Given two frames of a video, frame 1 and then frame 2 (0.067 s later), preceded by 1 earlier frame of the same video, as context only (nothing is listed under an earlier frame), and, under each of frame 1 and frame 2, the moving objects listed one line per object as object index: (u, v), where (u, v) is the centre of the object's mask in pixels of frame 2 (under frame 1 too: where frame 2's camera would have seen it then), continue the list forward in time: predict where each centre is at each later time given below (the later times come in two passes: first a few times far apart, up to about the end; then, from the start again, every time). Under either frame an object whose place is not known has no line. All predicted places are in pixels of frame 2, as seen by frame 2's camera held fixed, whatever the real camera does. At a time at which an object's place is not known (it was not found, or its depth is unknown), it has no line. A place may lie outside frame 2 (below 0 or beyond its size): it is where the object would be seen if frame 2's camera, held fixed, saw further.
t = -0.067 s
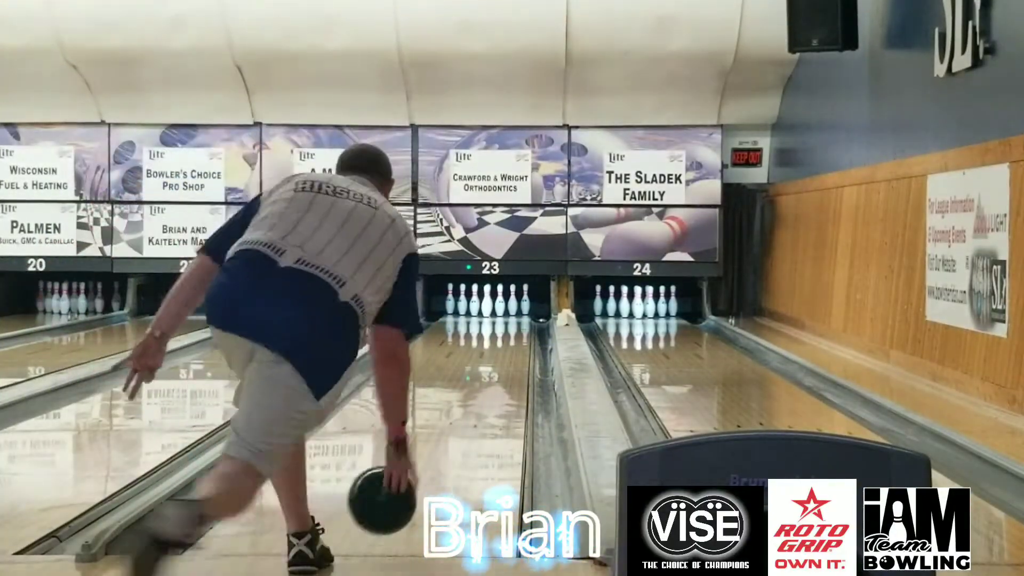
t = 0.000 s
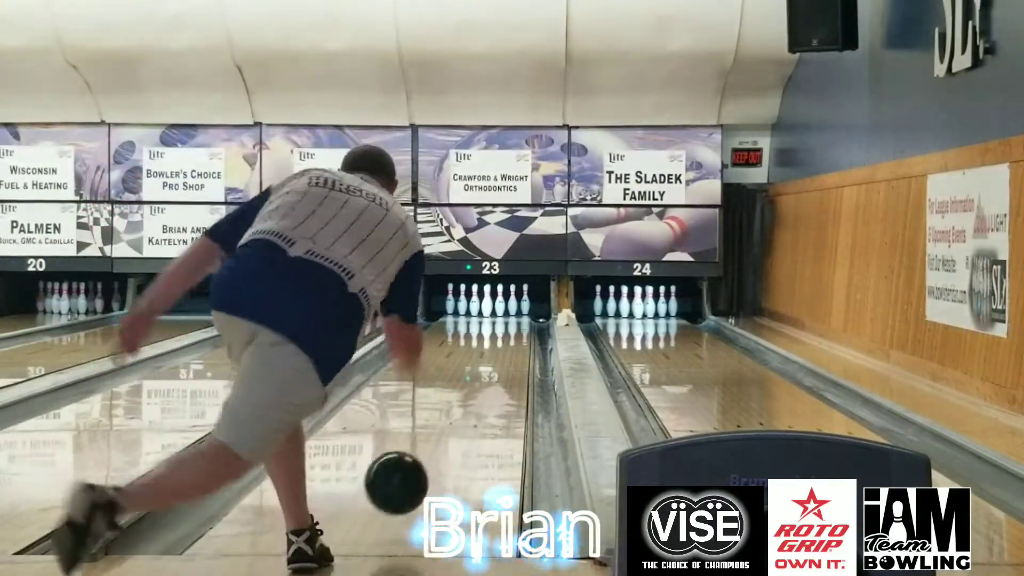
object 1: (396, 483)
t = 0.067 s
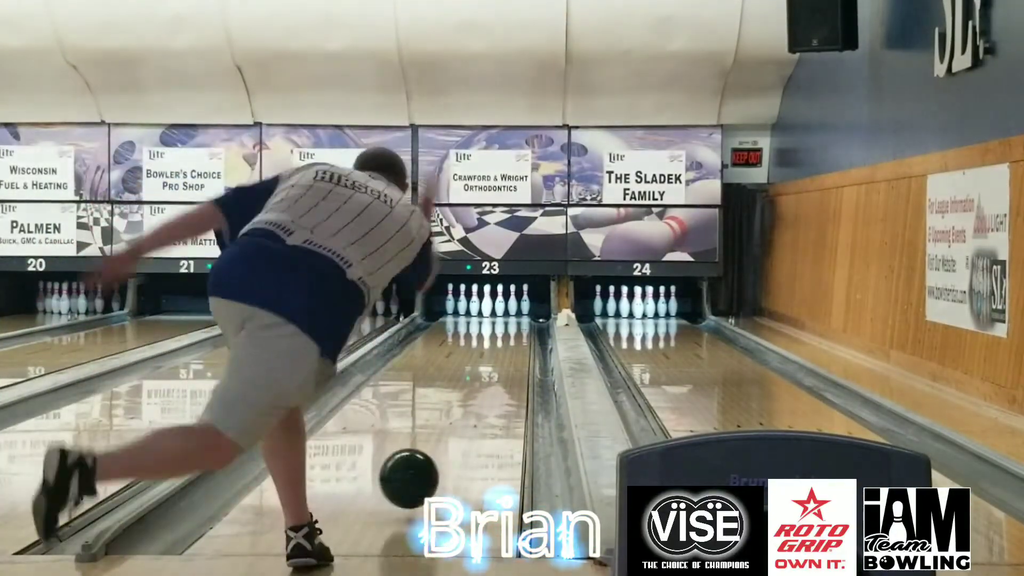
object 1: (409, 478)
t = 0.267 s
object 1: (438, 447)
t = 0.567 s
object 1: (466, 405)
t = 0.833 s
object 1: (483, 379)
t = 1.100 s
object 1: (494, 360)
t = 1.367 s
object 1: (502, 346)
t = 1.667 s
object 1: (507, 333)
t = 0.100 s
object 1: (414, 479)
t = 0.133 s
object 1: (420, 471)
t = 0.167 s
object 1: (425, 466)
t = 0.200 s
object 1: (429, 459)
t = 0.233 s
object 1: (434, 453)
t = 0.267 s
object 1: (438, 447)
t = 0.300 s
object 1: (442, 441)
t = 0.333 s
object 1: (445, 436)
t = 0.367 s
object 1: (449, 431)
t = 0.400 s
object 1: (452, 426)
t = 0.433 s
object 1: (455, 421)
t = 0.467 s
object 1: (458, 417)
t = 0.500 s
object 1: (461, 413)
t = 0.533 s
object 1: (463, 409)
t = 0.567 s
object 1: (466, 405)
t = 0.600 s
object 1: (469, 401)
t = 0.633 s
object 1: (471, 397)
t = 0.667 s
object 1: (473, 394)
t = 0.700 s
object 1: (475, 391)
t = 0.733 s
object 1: (477, 388)
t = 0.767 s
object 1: (479, 385)
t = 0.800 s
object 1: (481, 382)
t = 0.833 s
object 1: (483, 379)
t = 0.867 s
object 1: (484, 377)
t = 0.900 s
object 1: (486, 374)
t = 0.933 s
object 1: (487, 371)
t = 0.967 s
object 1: (489, 369)
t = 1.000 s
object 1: (490, 366)
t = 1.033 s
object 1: (491, 364)
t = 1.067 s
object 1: (493, 362)
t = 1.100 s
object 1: (494, 360)
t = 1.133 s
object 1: (495, 358)
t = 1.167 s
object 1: (496, 356)
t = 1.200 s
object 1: (497, 354)
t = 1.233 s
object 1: (498, 353)
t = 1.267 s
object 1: (499, 351)
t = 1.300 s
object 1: (500, 349)
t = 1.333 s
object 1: (501, 348)
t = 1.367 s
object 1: (502, 346)
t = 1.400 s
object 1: (502, 344)
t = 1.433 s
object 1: (503, 343)
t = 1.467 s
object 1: (504, 341)
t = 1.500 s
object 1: (504, 340)
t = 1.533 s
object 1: (505, 338)
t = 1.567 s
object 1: (505, 337)
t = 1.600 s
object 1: (506, 336)
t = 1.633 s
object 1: (507, 334)
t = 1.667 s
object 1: (507, 333)
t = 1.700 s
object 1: (507, 332)
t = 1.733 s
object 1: (508, 331)
